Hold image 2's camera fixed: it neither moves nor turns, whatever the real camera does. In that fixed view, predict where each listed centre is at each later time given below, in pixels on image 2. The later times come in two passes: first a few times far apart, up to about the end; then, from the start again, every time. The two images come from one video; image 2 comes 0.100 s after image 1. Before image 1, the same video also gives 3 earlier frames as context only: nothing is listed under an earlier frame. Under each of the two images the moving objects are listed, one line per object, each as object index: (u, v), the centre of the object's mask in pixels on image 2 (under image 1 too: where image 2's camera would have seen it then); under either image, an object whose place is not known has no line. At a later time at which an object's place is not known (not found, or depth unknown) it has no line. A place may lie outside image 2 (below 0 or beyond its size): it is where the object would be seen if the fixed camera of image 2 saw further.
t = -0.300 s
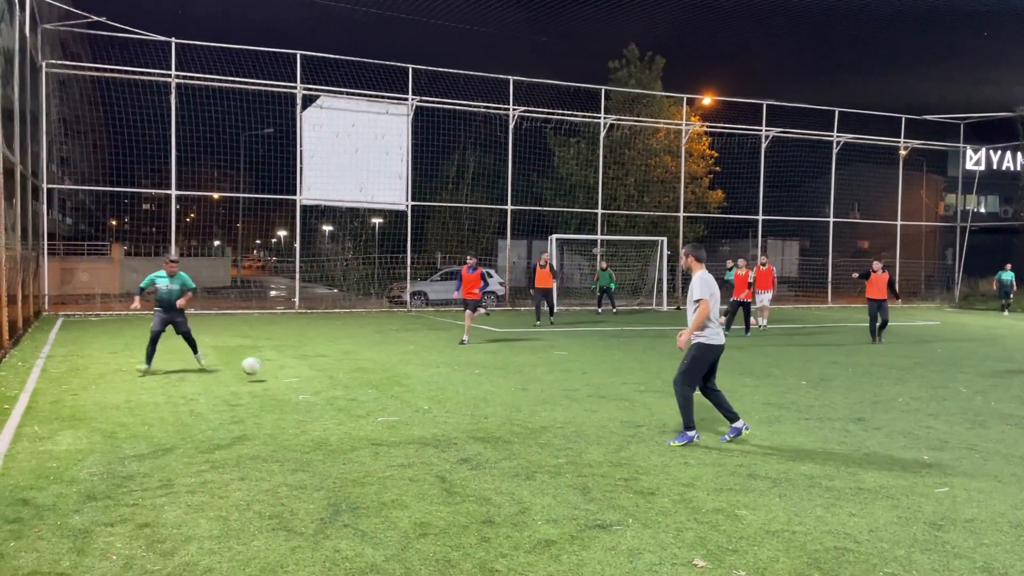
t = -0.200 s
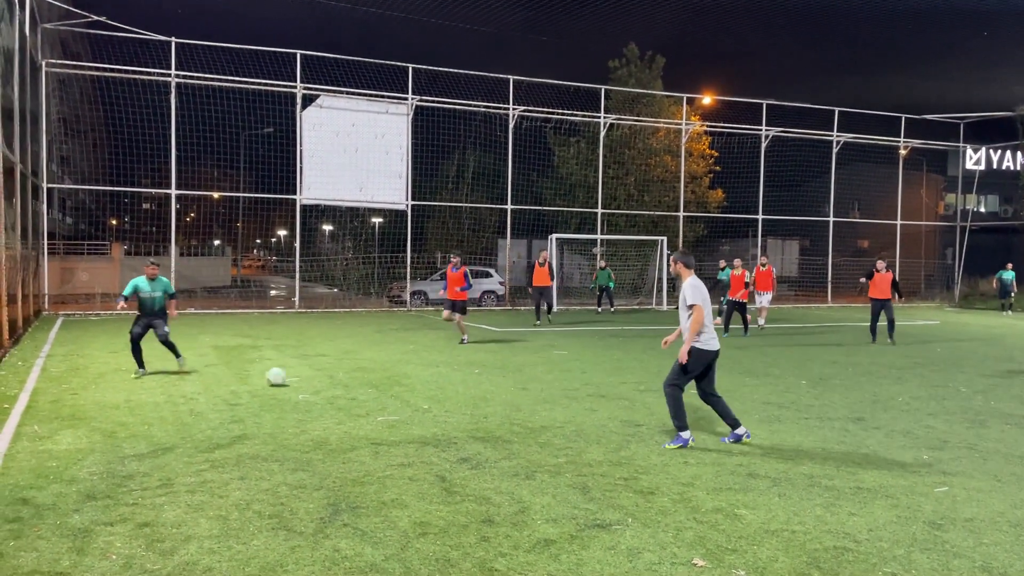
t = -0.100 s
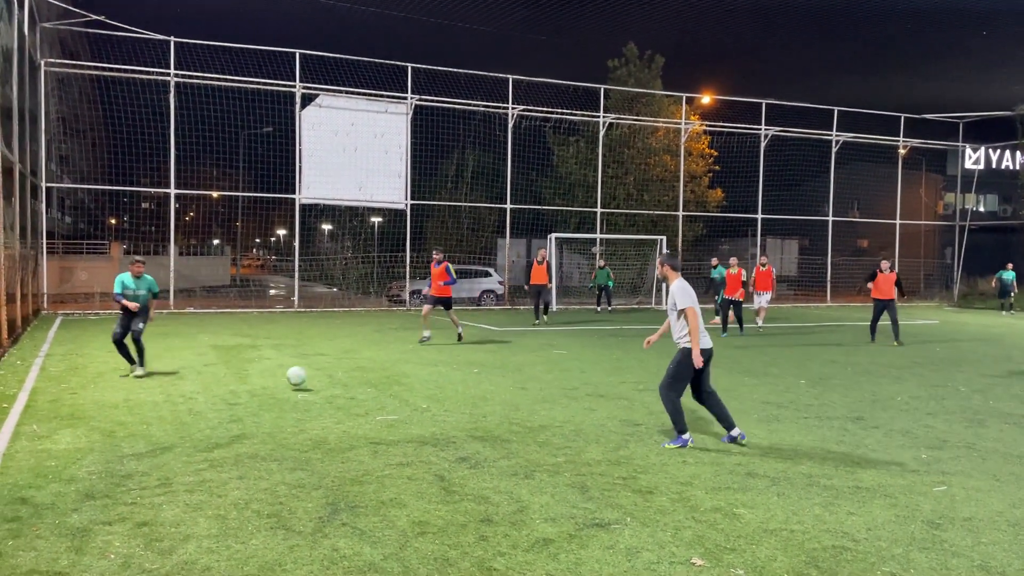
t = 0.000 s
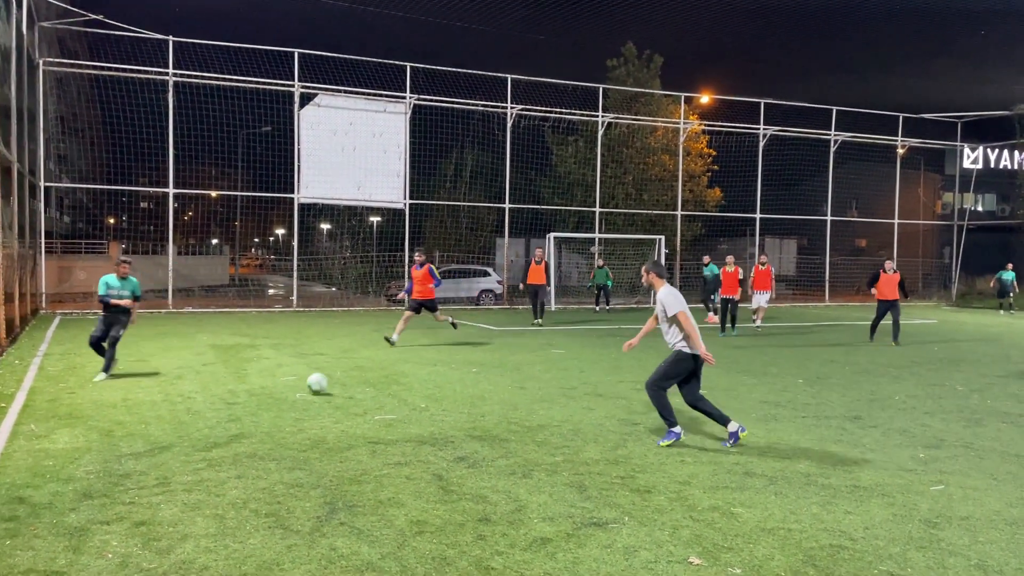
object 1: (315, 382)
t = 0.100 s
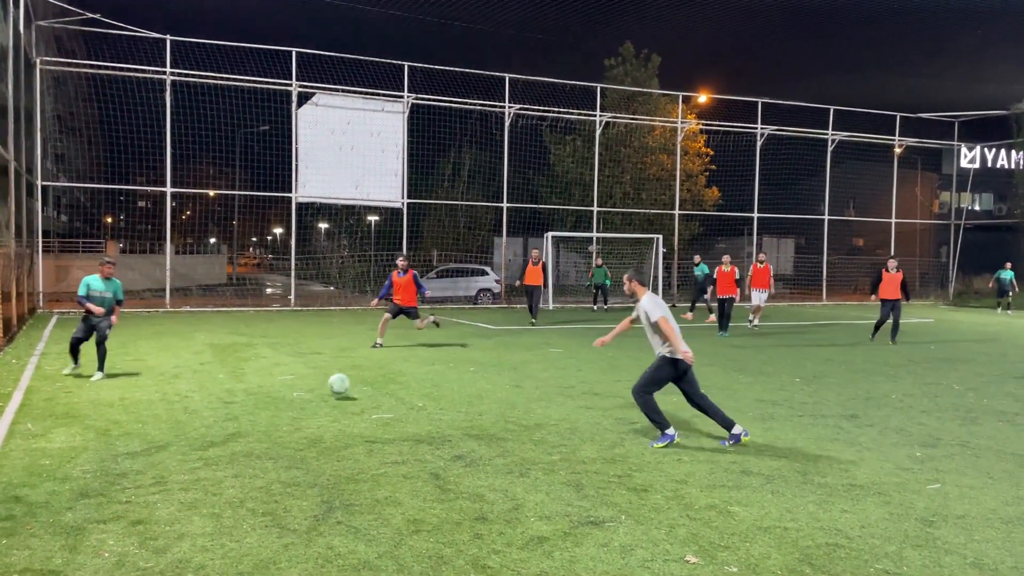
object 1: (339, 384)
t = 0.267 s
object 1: (382, 397)
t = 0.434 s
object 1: (428, 406)
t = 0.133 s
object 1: (347, 385)
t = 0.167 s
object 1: (355, 387)
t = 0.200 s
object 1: (364, 390)
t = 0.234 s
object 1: (373, 395)
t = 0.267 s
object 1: (382, 397)
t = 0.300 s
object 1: (391, 397)
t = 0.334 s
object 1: (400, 400)
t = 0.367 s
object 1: (410, 402)
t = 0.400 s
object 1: (419, 404)
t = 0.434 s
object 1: (428, 406)
